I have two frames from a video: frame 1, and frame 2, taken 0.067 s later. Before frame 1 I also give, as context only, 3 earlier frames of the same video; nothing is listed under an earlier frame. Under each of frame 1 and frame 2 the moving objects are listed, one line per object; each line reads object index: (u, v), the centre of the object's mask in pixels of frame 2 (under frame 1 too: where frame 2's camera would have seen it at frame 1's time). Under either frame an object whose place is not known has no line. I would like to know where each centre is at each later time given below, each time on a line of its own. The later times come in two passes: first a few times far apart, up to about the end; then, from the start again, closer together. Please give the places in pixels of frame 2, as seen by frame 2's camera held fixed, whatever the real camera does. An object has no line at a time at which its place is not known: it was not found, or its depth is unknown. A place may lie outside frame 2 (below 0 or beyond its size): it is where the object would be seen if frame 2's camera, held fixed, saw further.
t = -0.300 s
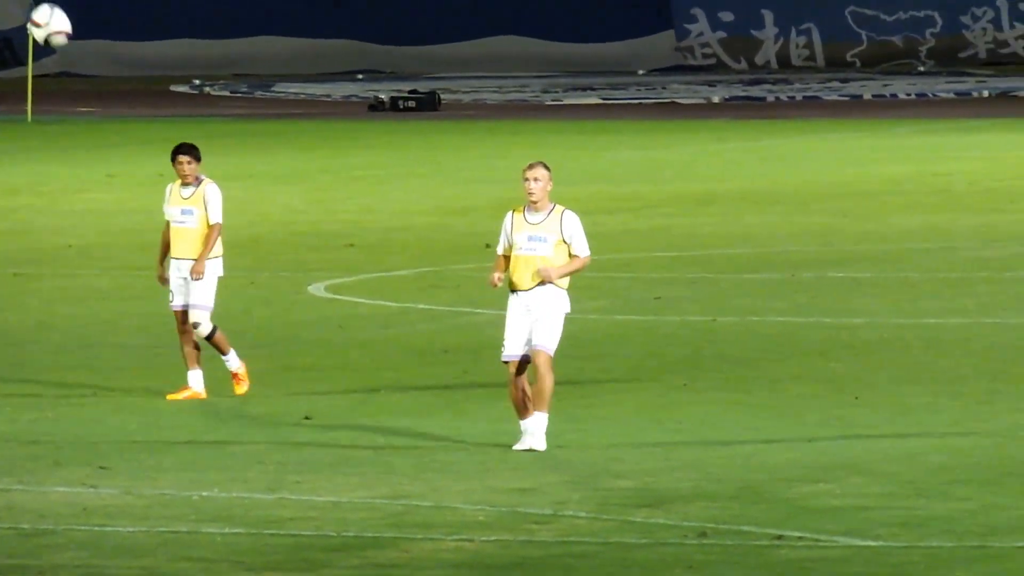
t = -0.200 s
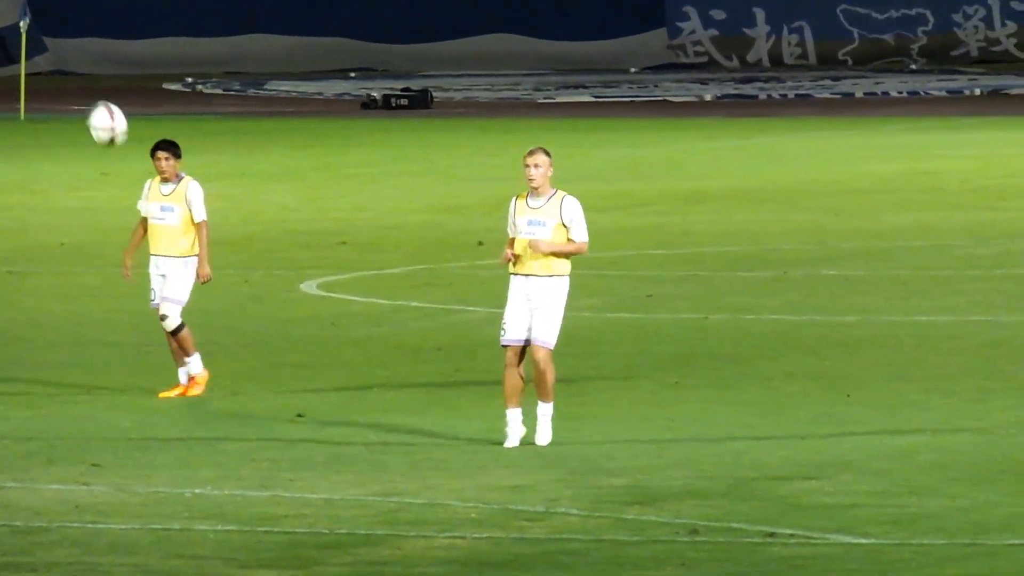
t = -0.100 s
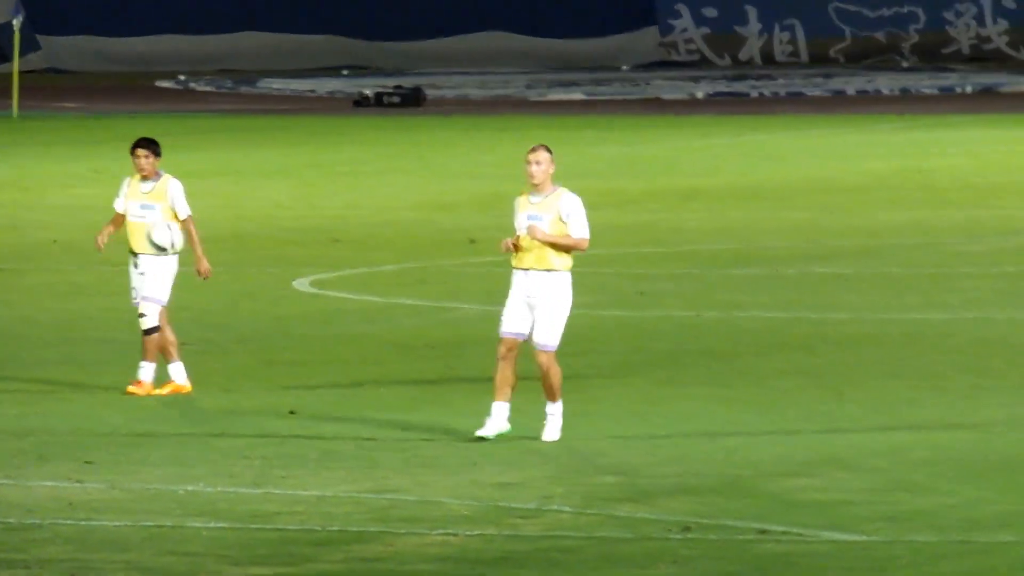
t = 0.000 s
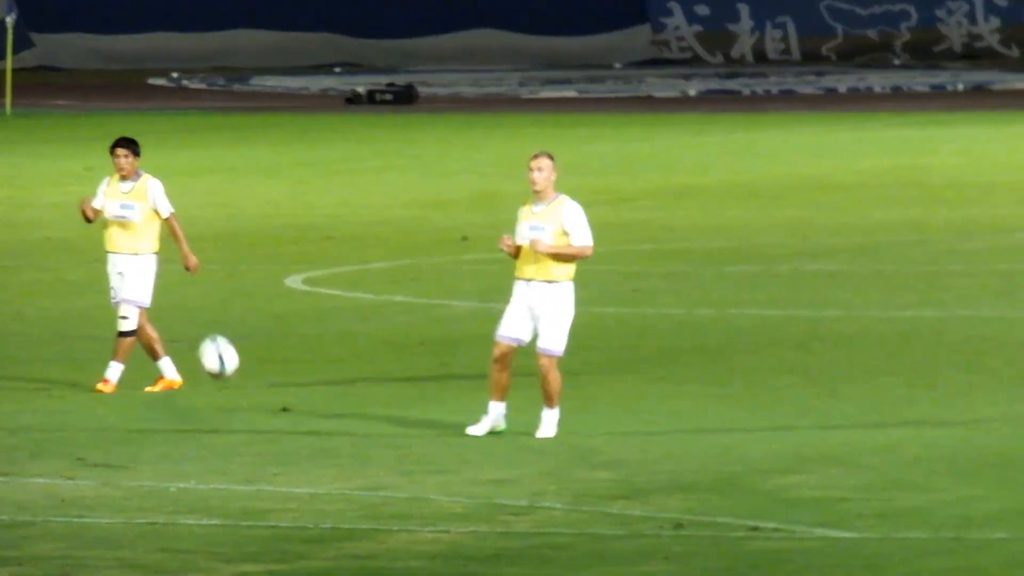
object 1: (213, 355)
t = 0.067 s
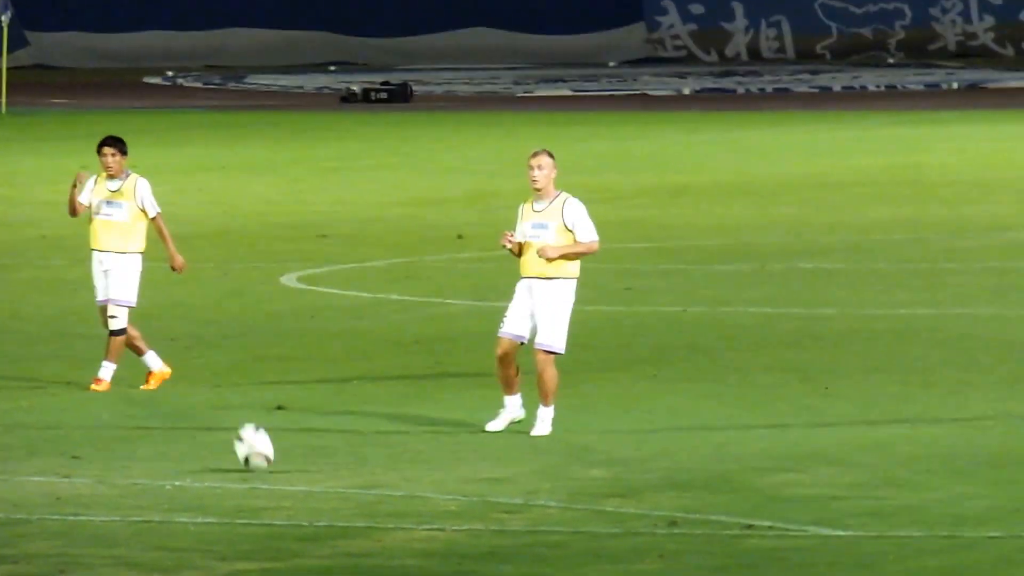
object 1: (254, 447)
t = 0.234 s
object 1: (318, 303)
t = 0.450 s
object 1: (397, 157)
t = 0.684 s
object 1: (482, 89)
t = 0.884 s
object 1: (548, 101)
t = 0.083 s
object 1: (262, 452)
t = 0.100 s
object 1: (269, 435)
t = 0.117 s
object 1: (276, 417)
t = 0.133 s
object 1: (282, 399)
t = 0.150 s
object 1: (288, 381)
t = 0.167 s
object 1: (294, 364)
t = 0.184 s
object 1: (300, 349)
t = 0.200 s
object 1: (306, 332)
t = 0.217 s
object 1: (312, 317)
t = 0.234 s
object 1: (318, 303)
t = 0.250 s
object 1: (325, 289)
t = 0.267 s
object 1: (330, 275)
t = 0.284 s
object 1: (336, 261)
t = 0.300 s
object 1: (342, 249)
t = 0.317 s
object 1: (348, 237)
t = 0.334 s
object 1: (355, 225)
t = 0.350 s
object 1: (361, 214)
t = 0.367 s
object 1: (367, 203)
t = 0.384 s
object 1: (373, 193)
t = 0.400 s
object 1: (379, 183)
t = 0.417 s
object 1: (385, 174)
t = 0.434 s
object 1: (390, 165)
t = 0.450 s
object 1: (397, 157)
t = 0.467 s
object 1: (403, 149)
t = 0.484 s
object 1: (408, 142)
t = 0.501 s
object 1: (415, 135)
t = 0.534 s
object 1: (426, 122)
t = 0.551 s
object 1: (431, 117)
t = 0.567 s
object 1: (438, 112)
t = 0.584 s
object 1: (443, 107)
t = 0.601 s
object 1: (449, 103)
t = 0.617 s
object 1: (455, 100)
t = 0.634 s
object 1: (464, 96)
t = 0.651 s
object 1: (469, 93)
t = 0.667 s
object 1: (475, 90)
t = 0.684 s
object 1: (482, 89)
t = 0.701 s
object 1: (487, 88)
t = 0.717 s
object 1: (493, 86)
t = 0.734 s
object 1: (499, 86)
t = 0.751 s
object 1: (504, 86)
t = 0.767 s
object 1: (509, 86)
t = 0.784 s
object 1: (514, 87)
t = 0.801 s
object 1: (520, 89)
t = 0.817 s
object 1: (525, 91)
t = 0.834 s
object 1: (531, 93)
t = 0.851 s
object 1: (539, 93)
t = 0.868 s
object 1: (542, 99)
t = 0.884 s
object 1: (548, 101)
